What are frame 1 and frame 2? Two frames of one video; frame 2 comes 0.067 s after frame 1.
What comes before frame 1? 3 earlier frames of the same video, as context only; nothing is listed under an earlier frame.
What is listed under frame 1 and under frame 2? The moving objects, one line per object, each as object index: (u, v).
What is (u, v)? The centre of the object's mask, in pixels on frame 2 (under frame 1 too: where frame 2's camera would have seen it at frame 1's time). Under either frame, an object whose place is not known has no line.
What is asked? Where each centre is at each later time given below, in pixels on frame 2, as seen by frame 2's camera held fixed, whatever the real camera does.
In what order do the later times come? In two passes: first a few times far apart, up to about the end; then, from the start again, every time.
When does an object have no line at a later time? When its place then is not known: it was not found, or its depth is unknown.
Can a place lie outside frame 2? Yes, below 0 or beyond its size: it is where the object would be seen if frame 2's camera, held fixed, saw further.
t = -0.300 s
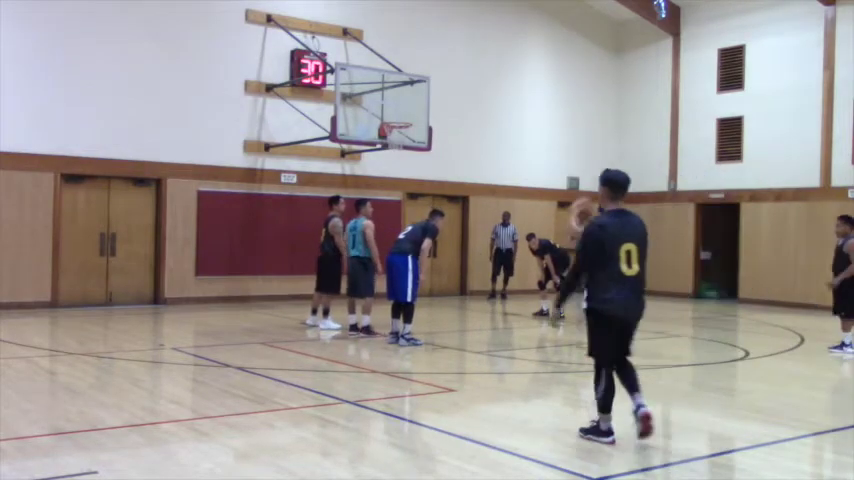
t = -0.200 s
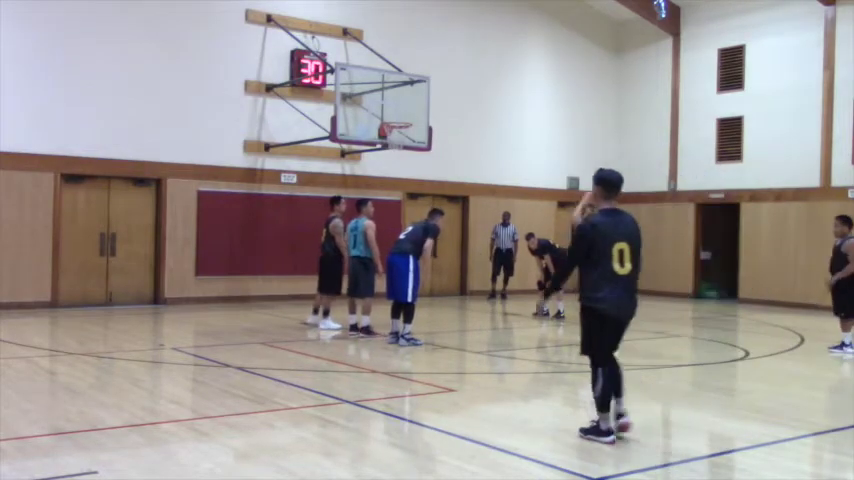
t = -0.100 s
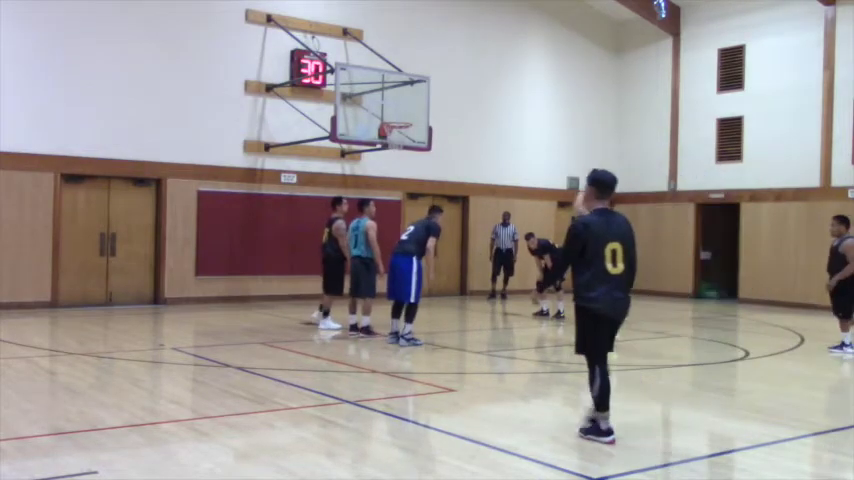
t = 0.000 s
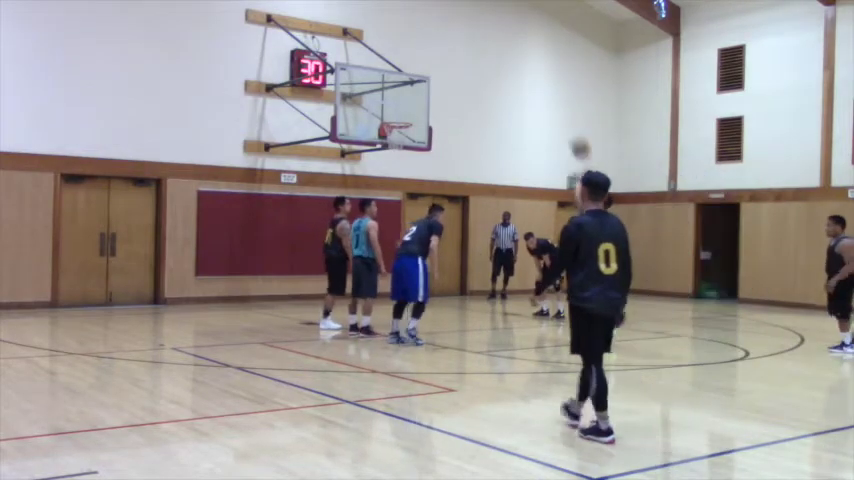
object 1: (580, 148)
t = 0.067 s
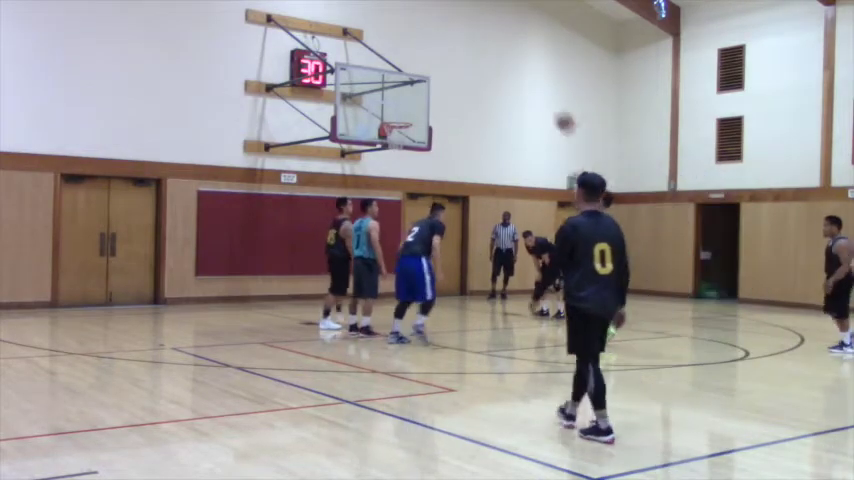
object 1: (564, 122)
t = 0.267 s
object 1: (521, 68)
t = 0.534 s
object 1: (470, 48)
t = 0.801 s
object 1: (426, 73)
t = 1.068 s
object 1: (397, 115)
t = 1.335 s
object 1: (412, 108)
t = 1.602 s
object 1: (430, 151)
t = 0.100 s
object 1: (557, 109)
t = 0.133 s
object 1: (549, 99)
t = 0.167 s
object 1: (542, 90)
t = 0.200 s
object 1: (535, 81)
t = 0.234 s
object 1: (528, 74)
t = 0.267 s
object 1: (521, 68)
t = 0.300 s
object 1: (514, 63)
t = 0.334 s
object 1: (507, 57)
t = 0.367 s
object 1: (501, 54)
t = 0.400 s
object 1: (495, 51)
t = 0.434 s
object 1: (489, 49)
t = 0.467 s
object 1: (482, 48)
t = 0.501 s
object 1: (476, 48)
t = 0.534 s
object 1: (470, 48)
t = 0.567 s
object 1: (465, 48)
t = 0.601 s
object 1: (459, 50)
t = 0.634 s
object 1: (453, 52)
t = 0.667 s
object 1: (448, 55)
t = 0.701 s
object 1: (442, 59)
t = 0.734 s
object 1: (437, 63)
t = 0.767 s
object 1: (432, 68)
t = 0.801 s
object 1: (426, 73)
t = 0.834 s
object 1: (422, 79)
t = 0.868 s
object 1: (416, 86)
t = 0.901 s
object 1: (410, 93)
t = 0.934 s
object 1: (406, 103)
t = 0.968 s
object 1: (400, 111)
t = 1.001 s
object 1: (396, 117)
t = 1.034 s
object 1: (396, 118)
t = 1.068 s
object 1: (397, 115)
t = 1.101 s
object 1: (399, 112)
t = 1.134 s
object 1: (401, 109)
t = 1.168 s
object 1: (402, 107)
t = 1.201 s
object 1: (404, 106)
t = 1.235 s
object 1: (406, 105)
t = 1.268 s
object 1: (408, 105)
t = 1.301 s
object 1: (410, 106)
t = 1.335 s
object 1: (412, 108)
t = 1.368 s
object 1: (414, 110)
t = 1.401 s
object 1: (416, 113)
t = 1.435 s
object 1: (417, 117)
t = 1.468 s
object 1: (420, 121)
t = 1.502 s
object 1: (423, 128)
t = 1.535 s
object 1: (425, 135)
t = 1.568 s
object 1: (428, 143)
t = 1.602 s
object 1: (430, 151)
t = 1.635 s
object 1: (431, 160)
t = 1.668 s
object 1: (434, 170)
